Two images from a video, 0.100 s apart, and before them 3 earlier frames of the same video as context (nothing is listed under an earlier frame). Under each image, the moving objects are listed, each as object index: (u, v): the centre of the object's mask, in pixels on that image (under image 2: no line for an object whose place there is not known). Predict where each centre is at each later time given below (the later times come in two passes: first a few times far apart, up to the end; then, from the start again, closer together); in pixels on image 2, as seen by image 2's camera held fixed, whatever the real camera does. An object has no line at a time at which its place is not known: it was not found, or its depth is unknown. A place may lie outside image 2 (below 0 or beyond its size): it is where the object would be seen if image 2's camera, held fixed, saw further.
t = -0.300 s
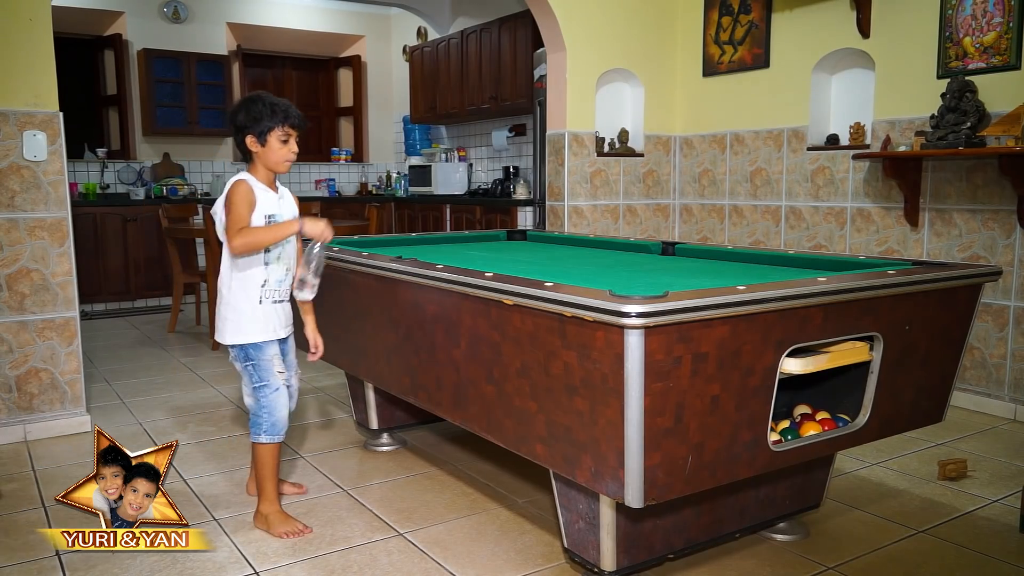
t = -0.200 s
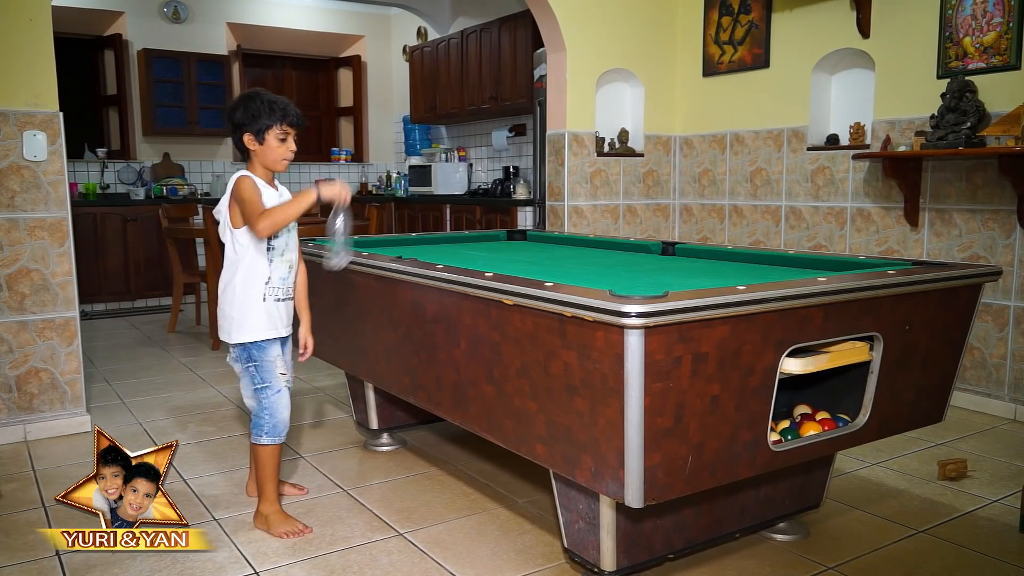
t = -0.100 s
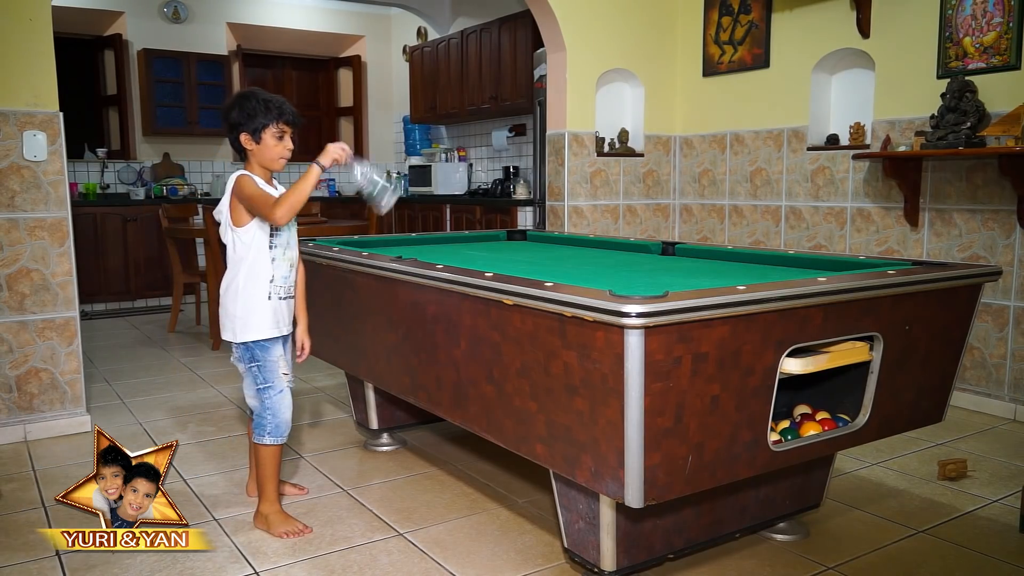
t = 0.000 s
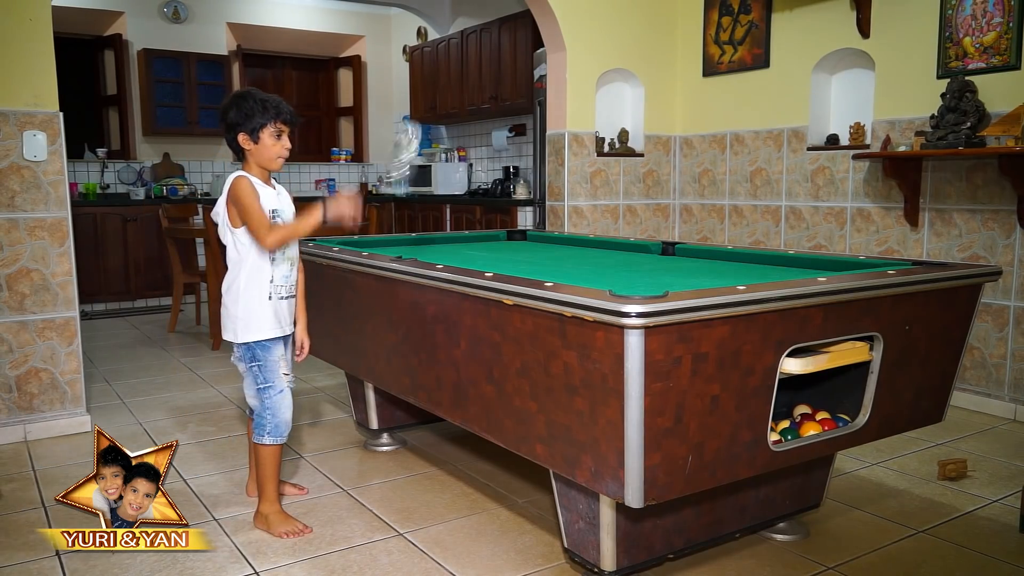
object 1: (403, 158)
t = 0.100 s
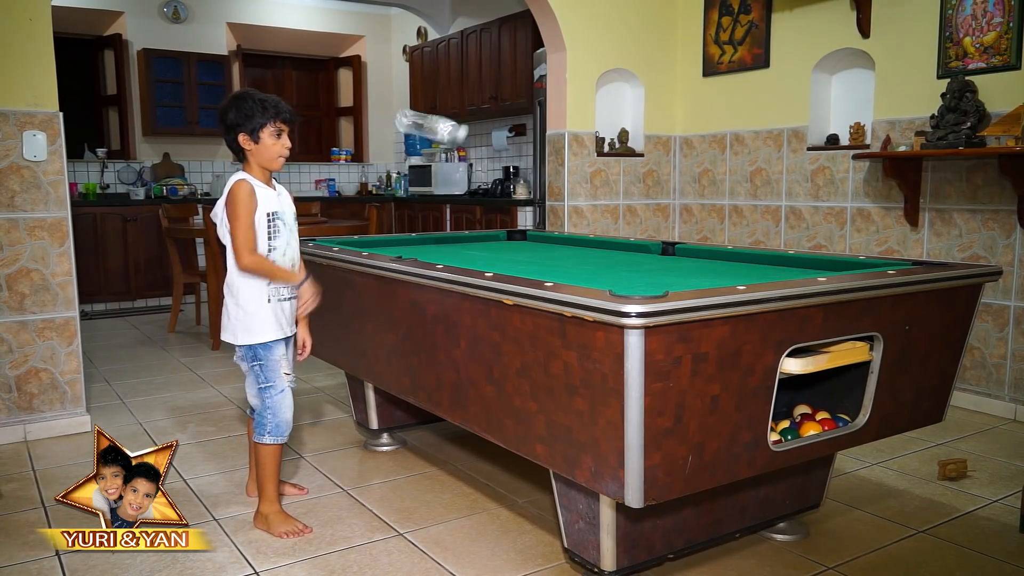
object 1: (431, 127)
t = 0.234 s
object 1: (453, 160)
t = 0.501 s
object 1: (486, 239)
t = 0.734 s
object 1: (489, 239)
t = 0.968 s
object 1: (480, 239)
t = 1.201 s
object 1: (482, 240)
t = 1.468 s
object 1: (482, 240)
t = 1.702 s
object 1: (482, 240)
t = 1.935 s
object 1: (482, 240)
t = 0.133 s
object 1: (434, 126)
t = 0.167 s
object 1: (439, 133)
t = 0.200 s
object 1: (446, 141)
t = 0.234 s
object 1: (453, 160)
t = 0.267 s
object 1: (457, 173)
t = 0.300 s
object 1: (466, 194)
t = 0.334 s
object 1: (472, 219)
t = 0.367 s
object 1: (478, 237)
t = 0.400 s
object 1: (479, 240)
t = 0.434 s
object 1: (481, 239)
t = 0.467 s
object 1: (483, 239)
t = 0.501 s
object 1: (486, 239)
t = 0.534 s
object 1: (488, 239)
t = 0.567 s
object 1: (489, 239)
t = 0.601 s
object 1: (490, 240)
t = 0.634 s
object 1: (491, 240)
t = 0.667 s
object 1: (490, 240)
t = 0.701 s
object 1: (490, 239)
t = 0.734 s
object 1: (489, 239)
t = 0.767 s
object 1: (487, 239)
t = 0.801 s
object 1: (484, 239)
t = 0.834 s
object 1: (481, 239)
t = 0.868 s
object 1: (478, 239)
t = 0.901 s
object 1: (478, 239)
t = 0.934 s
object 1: (478, 239)
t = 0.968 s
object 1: (480, 239)
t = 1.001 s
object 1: (482, 239)
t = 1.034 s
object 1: (482, 239)
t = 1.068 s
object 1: (483, 240)
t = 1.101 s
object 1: (483, 240)
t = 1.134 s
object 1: (482, 240)
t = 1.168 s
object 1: (481, 239)
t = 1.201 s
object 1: (482, 240)
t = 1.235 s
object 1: (482, 240)
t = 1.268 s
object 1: (482, 239)
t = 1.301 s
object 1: (482, 239)
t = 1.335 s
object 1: (482, 239)
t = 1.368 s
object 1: (482, 239)
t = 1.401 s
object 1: (482, 240)
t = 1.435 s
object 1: (482, 240)
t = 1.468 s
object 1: (482, 240)
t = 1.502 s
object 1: (482, 240)
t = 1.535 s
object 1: (482, 240)
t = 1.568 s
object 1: (482, 240)
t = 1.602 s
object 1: (482, 240)
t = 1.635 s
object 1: (482, 240)
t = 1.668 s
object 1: (482, 240)
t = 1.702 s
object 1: (482, 240)
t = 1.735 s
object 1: (482, 240)
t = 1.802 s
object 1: (482, 240)
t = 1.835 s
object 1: (482, 239)
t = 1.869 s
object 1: (482, 240)
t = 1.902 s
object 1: (482, 240)
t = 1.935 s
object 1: (482, 240)
